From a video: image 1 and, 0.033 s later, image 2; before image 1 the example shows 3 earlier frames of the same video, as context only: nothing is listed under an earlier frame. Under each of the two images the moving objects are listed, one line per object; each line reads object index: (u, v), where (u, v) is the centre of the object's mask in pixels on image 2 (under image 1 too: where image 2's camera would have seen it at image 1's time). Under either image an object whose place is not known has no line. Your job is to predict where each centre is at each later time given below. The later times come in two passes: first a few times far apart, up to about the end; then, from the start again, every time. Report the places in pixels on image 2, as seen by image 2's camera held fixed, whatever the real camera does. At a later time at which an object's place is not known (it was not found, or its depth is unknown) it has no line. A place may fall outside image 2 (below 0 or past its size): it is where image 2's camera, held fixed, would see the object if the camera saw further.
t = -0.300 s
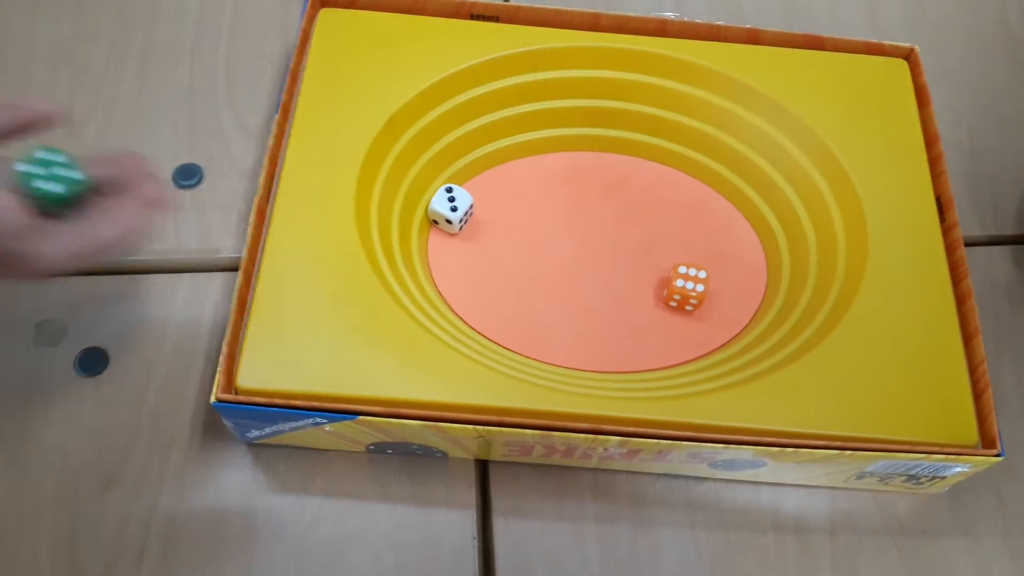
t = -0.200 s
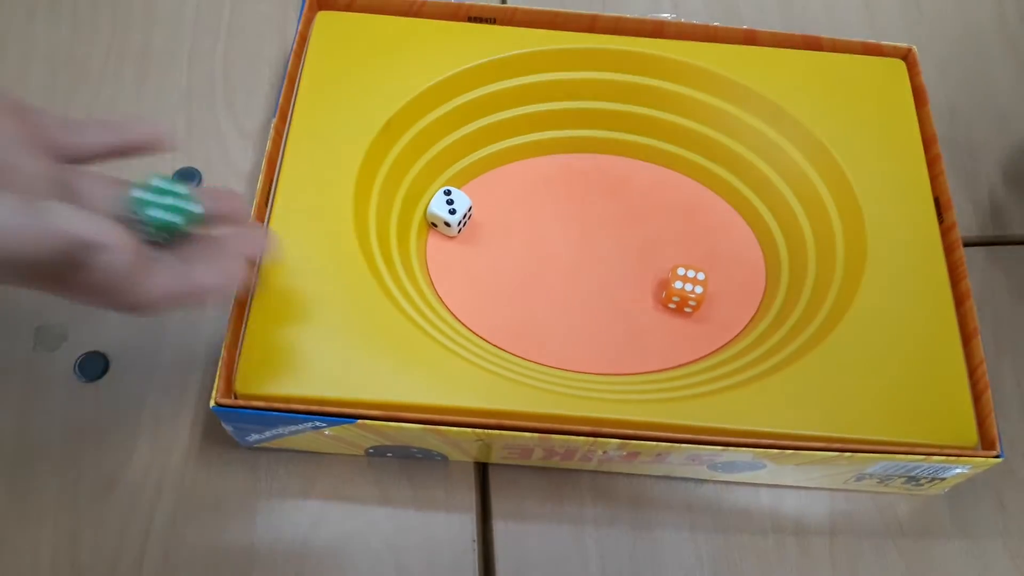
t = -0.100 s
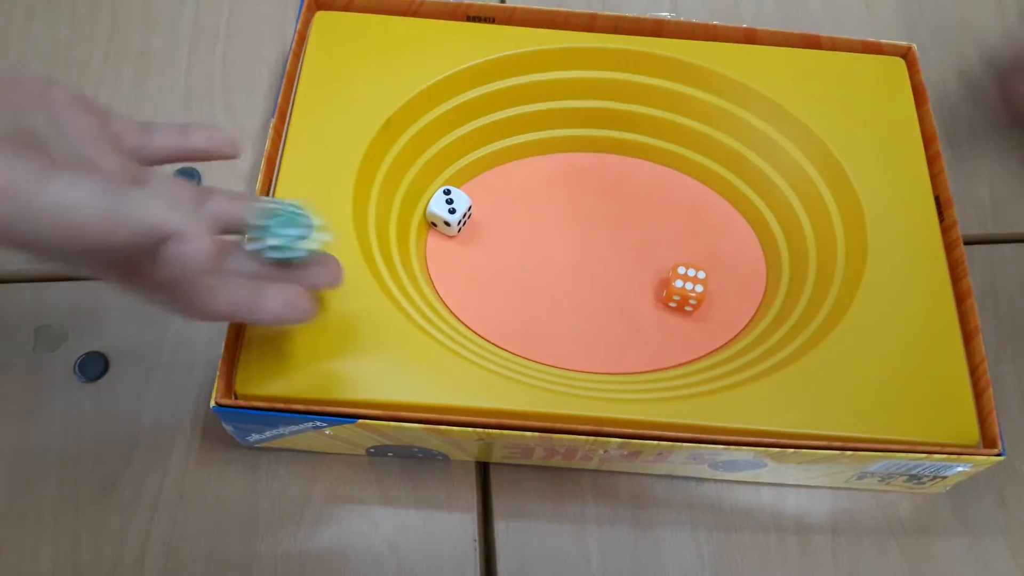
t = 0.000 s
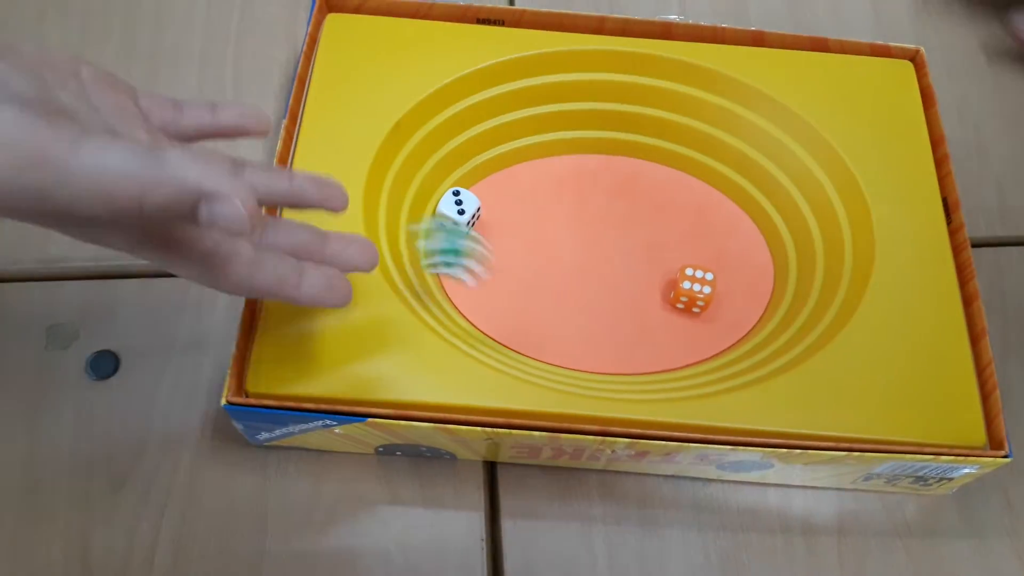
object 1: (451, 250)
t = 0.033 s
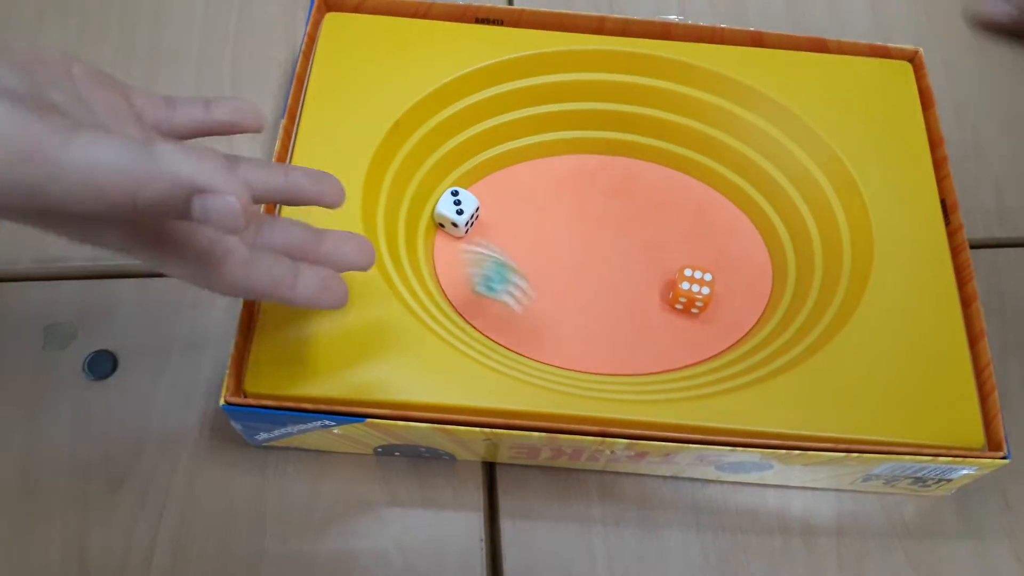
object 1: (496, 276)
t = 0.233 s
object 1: (726, 331)
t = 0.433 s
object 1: (745, 272)
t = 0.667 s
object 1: (703, 250)
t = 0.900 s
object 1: (708, 246)
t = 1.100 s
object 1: (708, 246)
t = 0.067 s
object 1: (533, 297)
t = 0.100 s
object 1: (574, 301)
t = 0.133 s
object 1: (615, 316)
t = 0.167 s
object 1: (659, 329)
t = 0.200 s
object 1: (693, 340)
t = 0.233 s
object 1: (726, 331)
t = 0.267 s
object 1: (744, 319)
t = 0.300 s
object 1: (751, 307)
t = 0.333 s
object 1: (755, 299)
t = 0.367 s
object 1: (759, 291)
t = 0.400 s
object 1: (754, 282)
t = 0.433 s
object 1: (745, 272)
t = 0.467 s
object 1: (738, 267)
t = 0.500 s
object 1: (734, 264)
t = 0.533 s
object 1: (729, 261)
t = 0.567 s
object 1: (725, 258)
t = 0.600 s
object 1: (716, 253)
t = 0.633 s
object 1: (707, 253)
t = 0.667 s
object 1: (703, 250)
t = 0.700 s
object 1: (704, 247)
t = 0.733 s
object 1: (706, 245)
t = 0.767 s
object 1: (708, 246)
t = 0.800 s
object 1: (708, 246)
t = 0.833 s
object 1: (708, 246)
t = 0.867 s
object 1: (708, 246)
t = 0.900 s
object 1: (708, 246)
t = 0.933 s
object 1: (708, 246)
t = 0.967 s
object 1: (708, 246)
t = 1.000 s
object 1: (708, 246)
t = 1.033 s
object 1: (708, 246)
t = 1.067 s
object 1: (708, 246)
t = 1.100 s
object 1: (708, 246)
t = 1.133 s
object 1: (708, 246)
